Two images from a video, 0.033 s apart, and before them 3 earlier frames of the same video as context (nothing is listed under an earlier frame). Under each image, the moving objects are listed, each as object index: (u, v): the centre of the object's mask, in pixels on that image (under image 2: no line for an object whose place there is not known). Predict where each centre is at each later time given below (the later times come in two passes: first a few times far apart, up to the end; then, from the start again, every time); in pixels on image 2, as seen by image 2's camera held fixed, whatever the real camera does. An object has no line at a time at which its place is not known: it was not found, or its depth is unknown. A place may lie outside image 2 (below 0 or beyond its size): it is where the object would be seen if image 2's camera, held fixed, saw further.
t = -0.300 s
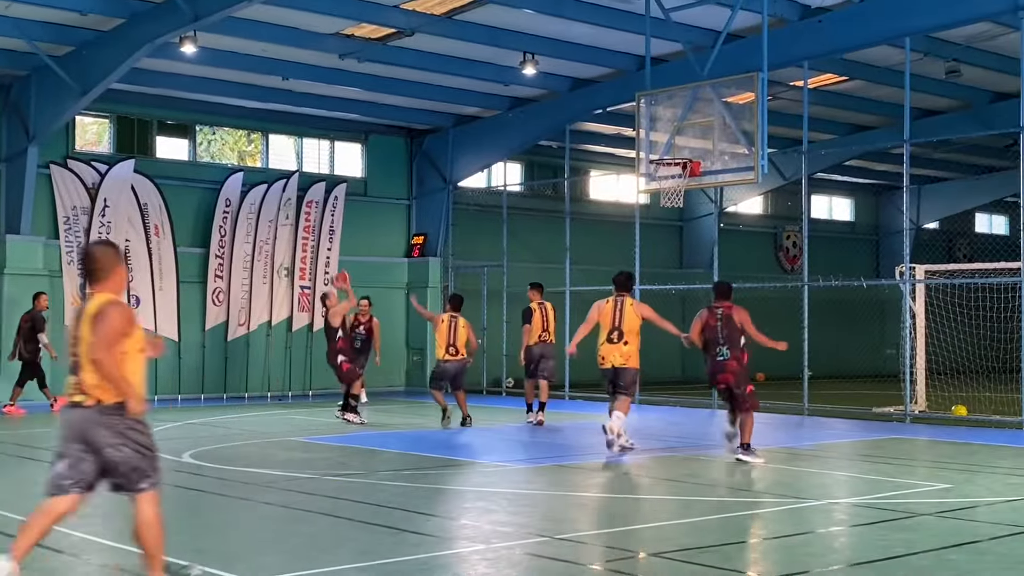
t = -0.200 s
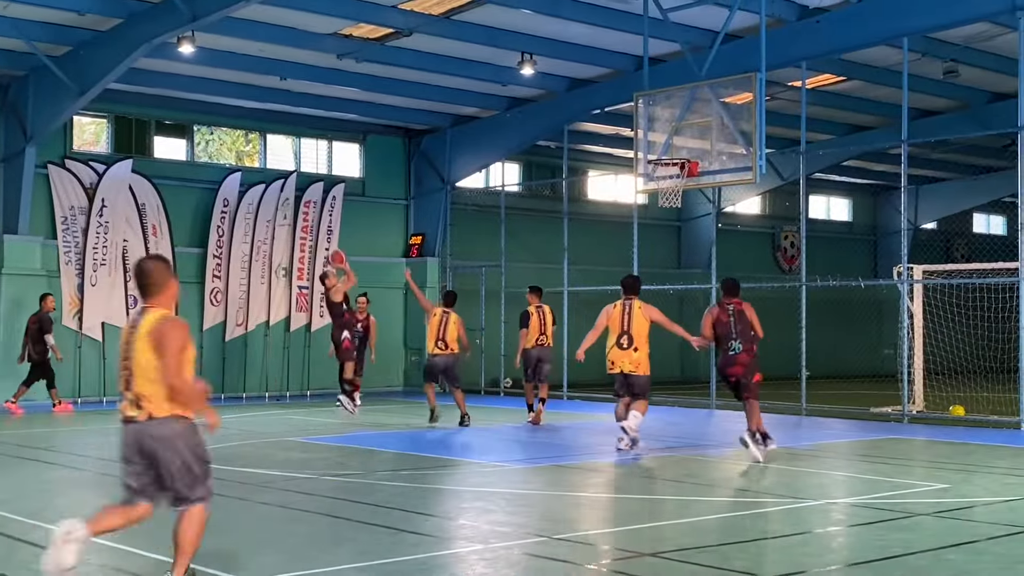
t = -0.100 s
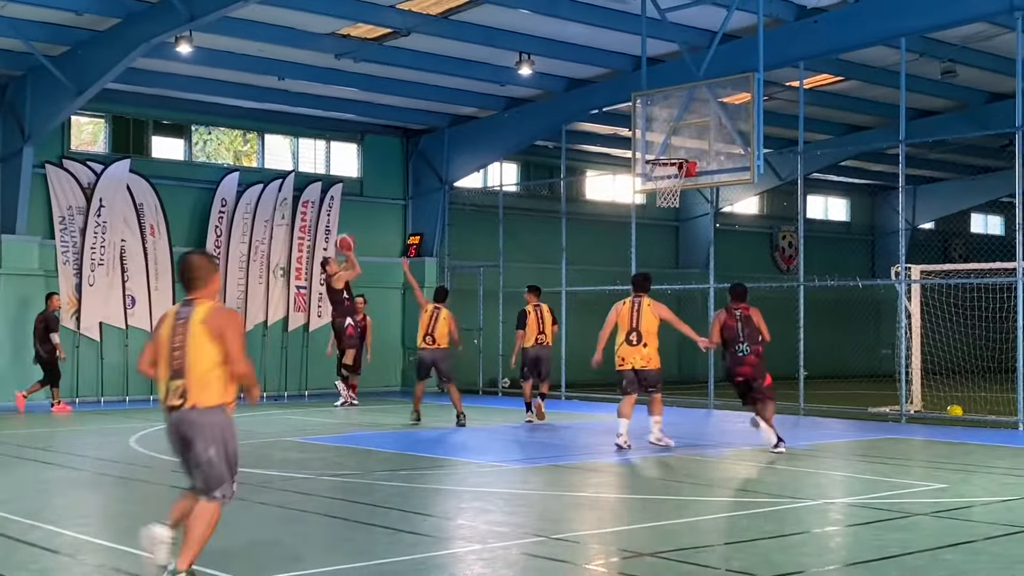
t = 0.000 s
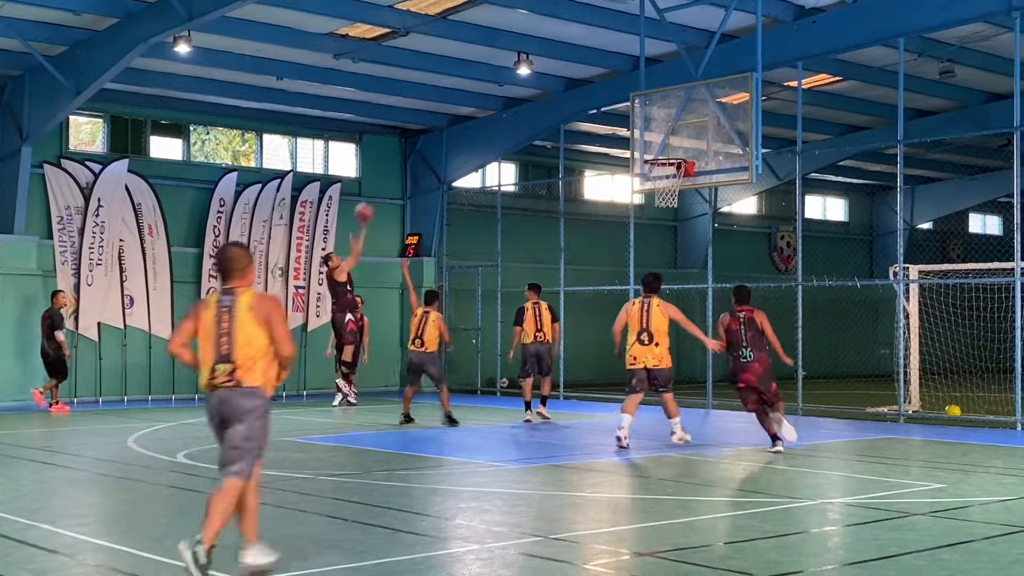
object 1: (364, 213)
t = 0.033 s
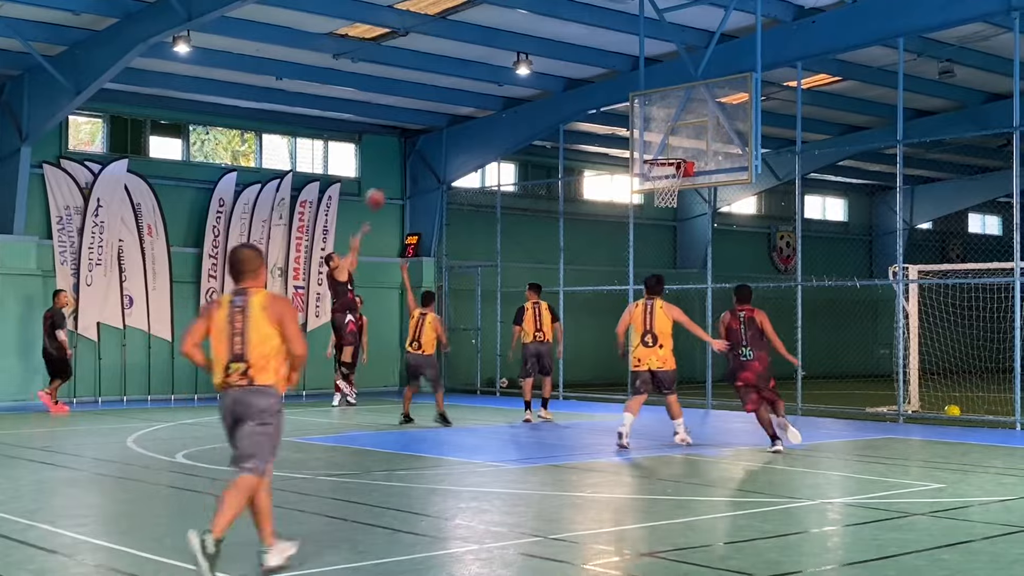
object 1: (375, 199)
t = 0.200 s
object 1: (432, 142)
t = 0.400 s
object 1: (501, 102)
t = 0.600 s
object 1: (569, 97)
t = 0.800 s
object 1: (636, 127)
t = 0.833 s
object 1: (648, 133)
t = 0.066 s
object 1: (386, 185)
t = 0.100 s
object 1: (398, 172)
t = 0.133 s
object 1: (409, 162)
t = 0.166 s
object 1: (421, 152)
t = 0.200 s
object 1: (432, 142)
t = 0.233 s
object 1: (443, 133)
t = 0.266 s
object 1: (455, 125)
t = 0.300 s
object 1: (465, 118)
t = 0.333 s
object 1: (476, 112)
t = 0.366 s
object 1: (489, 106)
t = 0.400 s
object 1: (501, 102)
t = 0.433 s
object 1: (511, 100)
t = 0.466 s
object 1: (523, 96)
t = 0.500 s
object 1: (535, 95)
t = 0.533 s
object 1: (545, 94)
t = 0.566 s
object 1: (557, 95)
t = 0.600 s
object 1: (569, 97)
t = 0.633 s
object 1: (580, 99)
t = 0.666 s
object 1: (592, 103)
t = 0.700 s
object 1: (602, 108)
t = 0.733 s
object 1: (615, 112)
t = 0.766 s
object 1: (627, 120)
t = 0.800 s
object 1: (636, 127)
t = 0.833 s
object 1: (648, 133)
